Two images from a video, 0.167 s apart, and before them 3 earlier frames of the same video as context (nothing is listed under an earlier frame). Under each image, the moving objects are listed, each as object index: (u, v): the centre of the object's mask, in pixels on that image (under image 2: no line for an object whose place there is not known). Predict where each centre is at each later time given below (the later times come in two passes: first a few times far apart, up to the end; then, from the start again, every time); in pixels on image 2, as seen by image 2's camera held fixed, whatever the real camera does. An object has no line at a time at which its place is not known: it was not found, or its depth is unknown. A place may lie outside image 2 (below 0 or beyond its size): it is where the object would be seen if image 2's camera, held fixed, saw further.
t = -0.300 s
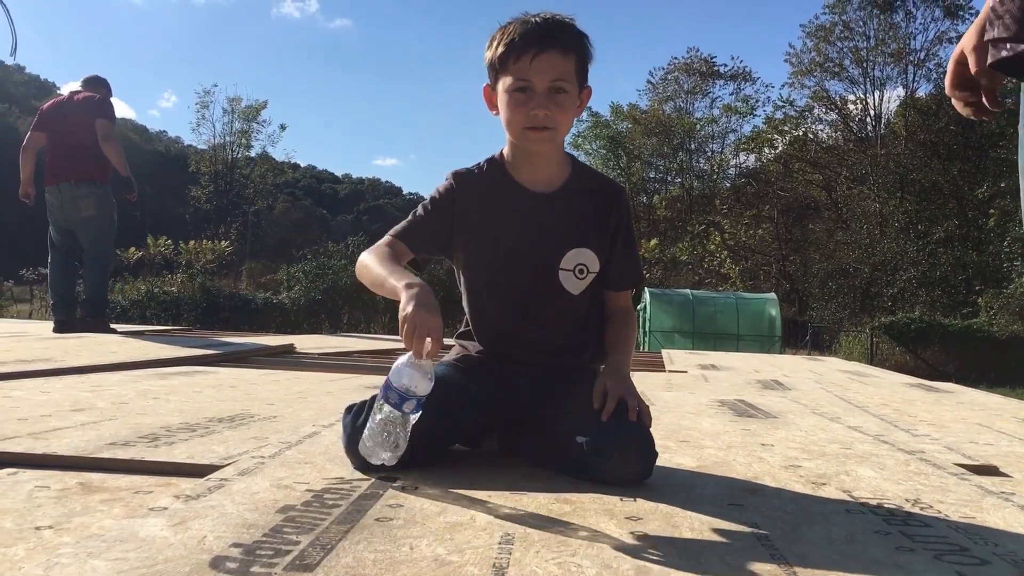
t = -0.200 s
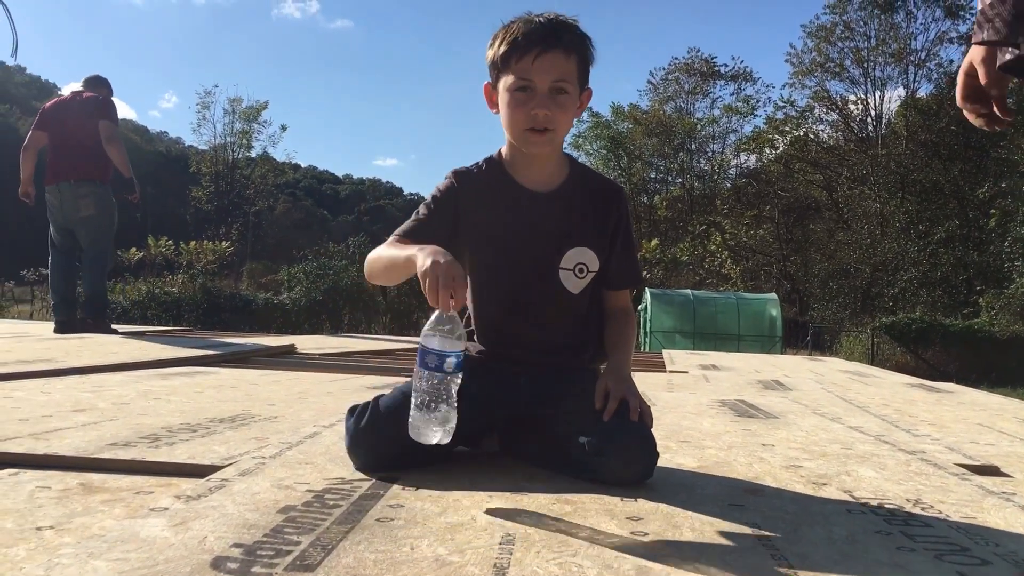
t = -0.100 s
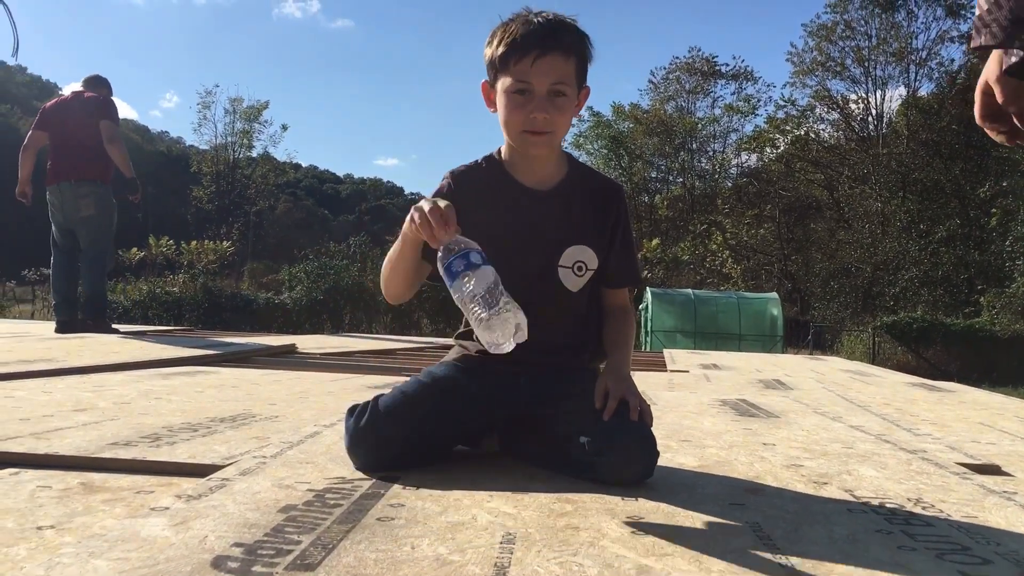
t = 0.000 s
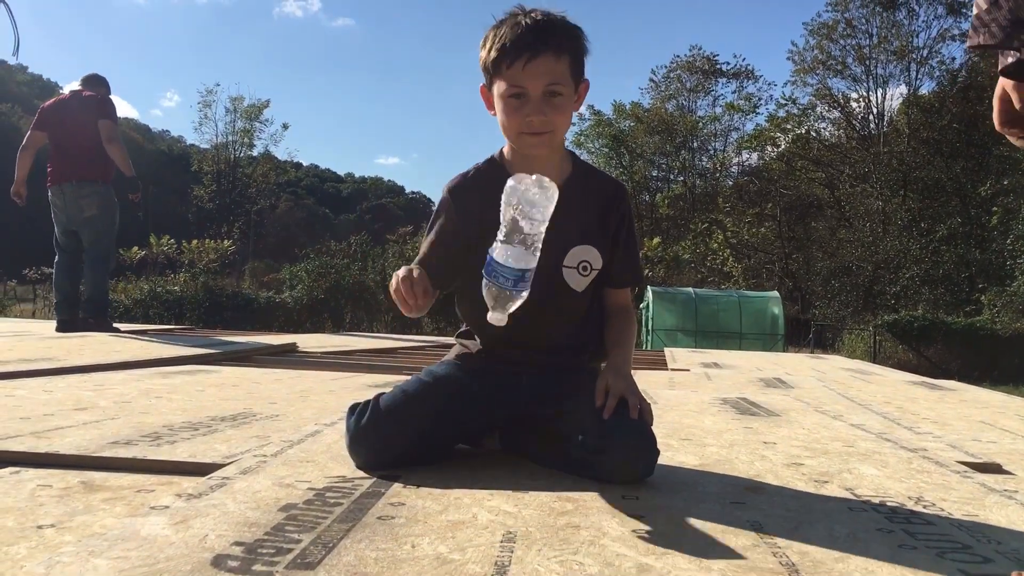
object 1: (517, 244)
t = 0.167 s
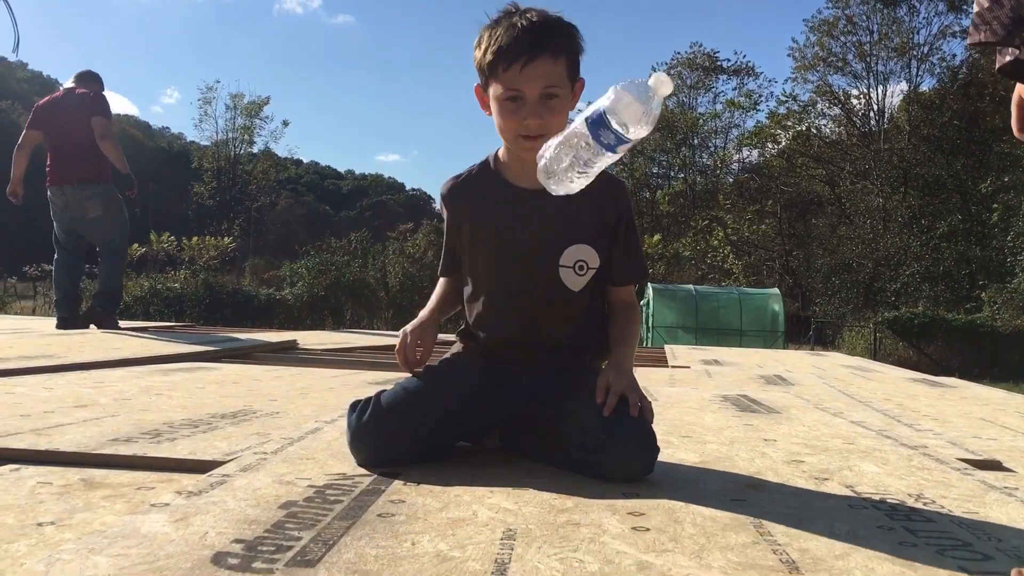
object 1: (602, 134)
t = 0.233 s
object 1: (604, 167)
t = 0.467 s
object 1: (629, 492)
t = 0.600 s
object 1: (635, 530)
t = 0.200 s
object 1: (603, 142)
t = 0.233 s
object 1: (604, 167)
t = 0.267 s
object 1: (607, 208)
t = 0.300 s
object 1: (612, 261)
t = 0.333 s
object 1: (617, 326)
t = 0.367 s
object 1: (623, 405)
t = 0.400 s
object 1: (628, 475)
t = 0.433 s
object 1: (628, 479)
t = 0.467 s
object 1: (629, 492)
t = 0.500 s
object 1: (632, 511)
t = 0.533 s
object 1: (637, 530)
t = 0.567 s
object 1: (637, 529)
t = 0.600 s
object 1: (635, 530)
